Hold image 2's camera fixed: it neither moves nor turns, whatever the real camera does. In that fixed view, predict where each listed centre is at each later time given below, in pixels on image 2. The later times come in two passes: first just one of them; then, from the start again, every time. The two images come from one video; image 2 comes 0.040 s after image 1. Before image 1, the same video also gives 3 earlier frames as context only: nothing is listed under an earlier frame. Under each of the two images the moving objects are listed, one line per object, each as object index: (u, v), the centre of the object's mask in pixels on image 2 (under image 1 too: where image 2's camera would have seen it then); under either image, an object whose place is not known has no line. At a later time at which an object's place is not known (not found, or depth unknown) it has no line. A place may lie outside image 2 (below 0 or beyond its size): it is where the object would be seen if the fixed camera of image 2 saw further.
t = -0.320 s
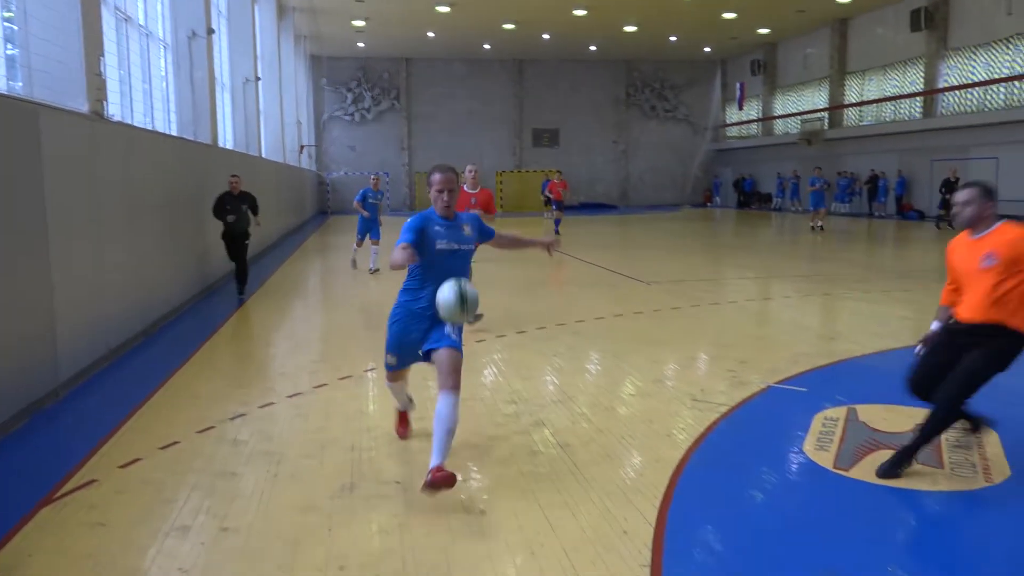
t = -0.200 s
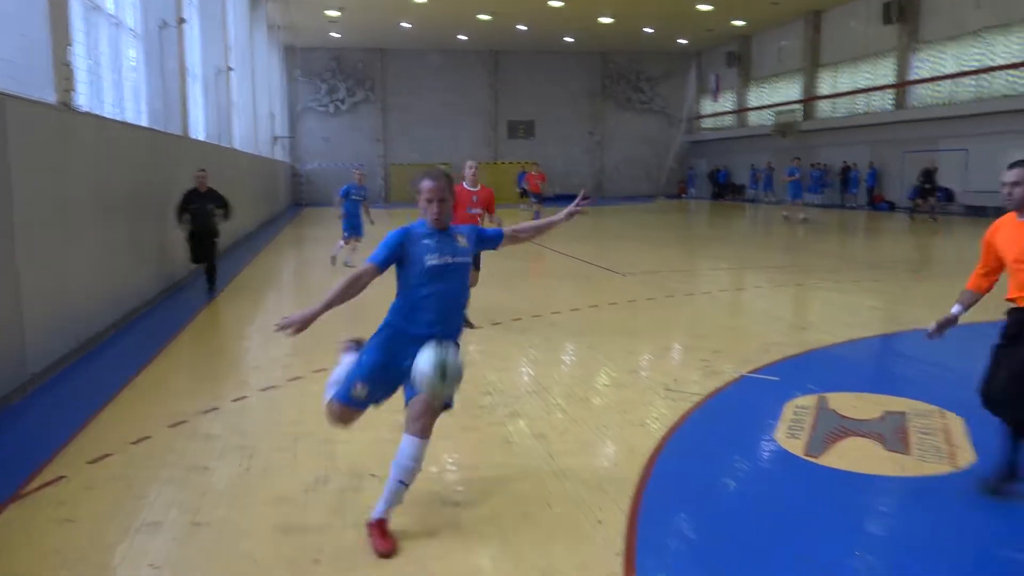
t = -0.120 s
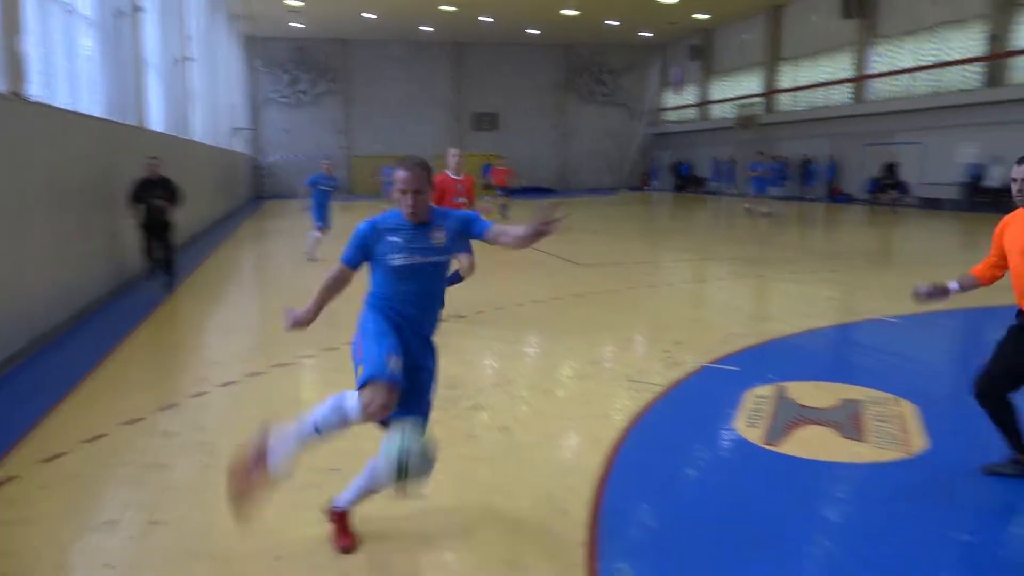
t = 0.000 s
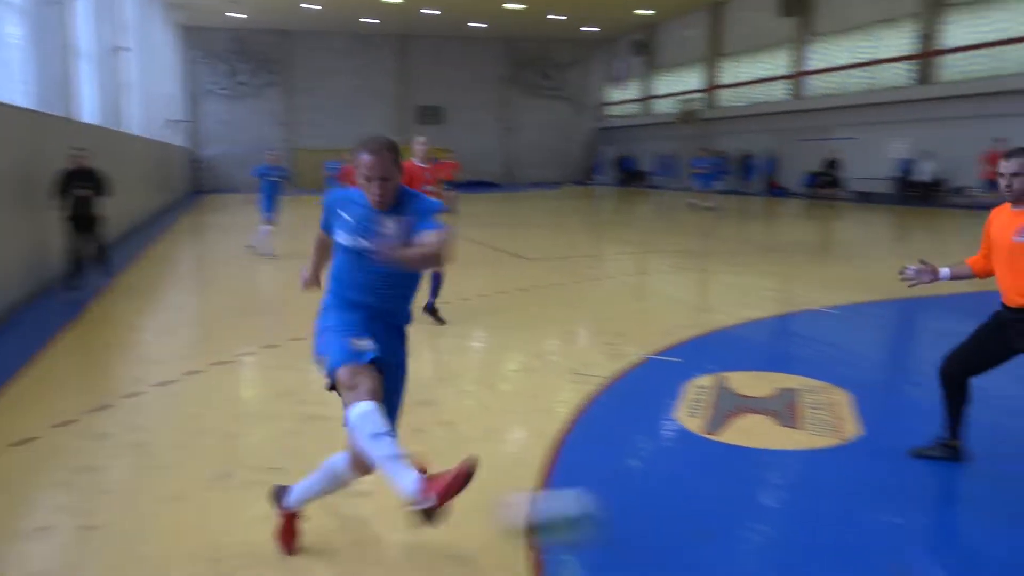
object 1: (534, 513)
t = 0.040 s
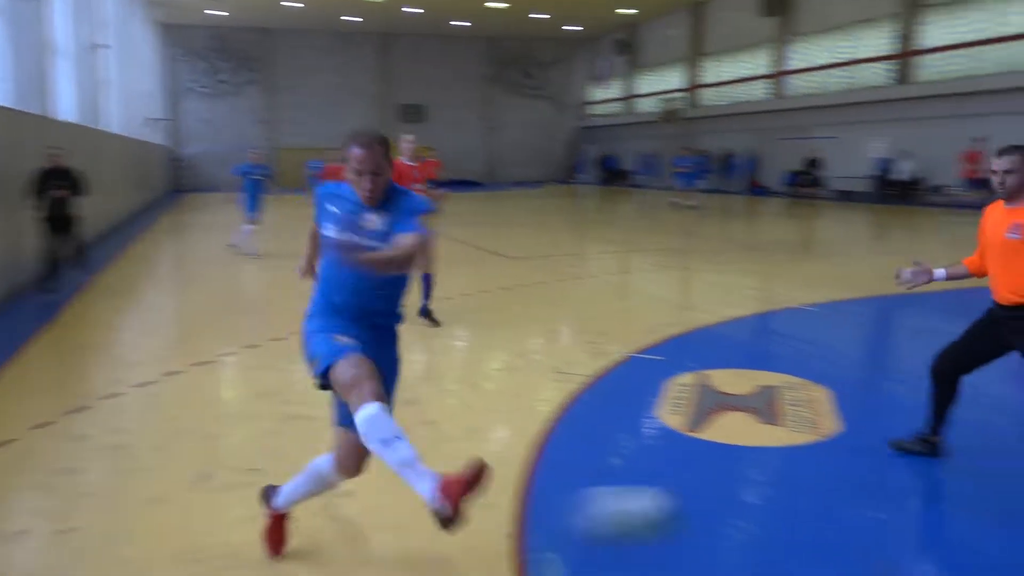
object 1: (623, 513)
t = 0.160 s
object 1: (894, 517)
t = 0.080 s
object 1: (720, 514)
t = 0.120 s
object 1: (811, 516)
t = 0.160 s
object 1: (894, 517)
